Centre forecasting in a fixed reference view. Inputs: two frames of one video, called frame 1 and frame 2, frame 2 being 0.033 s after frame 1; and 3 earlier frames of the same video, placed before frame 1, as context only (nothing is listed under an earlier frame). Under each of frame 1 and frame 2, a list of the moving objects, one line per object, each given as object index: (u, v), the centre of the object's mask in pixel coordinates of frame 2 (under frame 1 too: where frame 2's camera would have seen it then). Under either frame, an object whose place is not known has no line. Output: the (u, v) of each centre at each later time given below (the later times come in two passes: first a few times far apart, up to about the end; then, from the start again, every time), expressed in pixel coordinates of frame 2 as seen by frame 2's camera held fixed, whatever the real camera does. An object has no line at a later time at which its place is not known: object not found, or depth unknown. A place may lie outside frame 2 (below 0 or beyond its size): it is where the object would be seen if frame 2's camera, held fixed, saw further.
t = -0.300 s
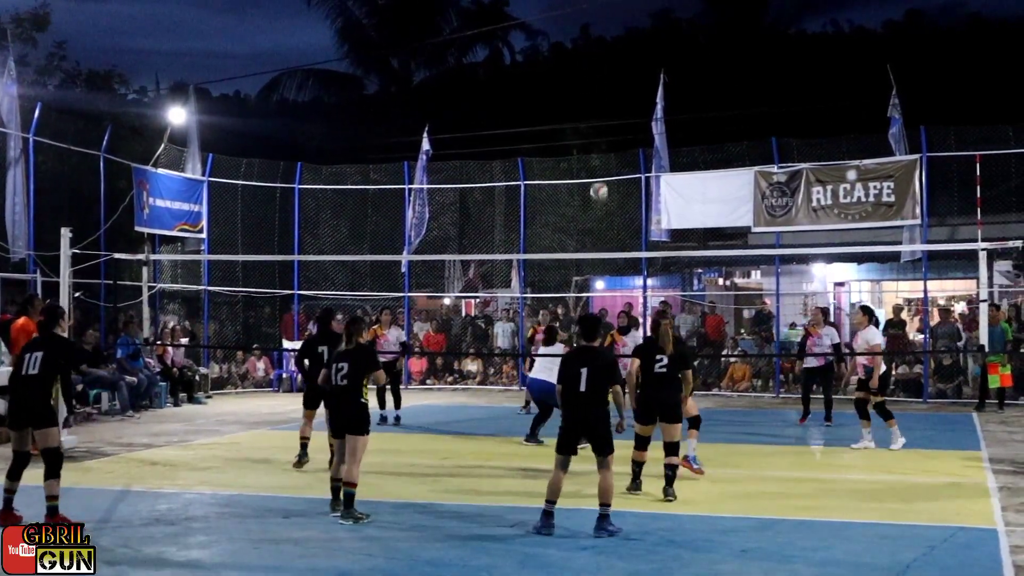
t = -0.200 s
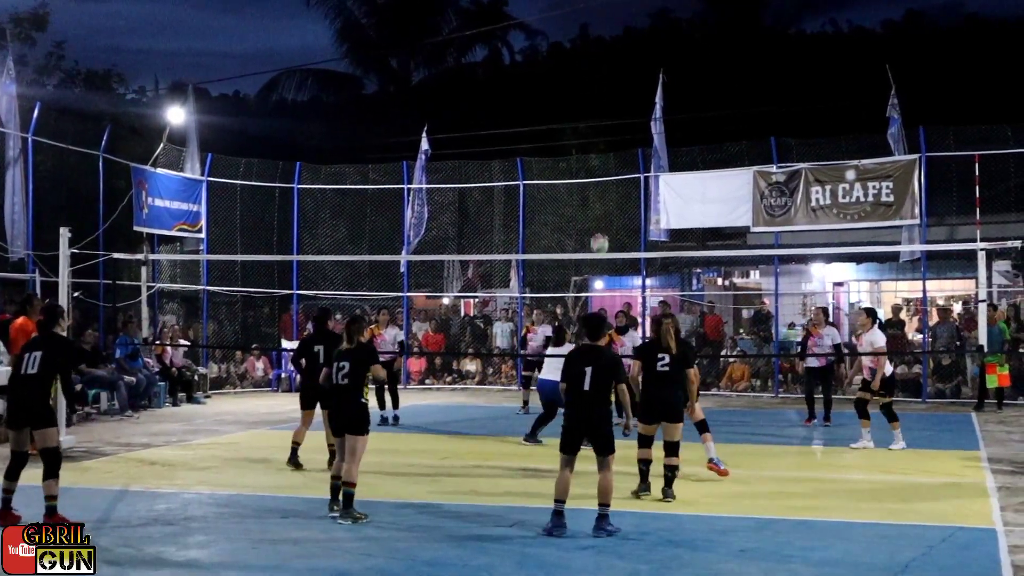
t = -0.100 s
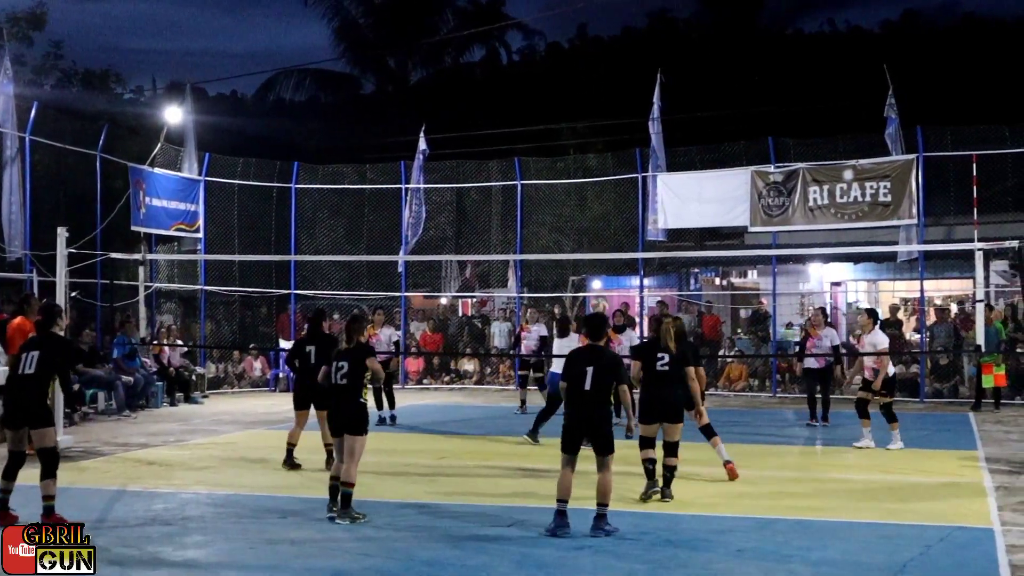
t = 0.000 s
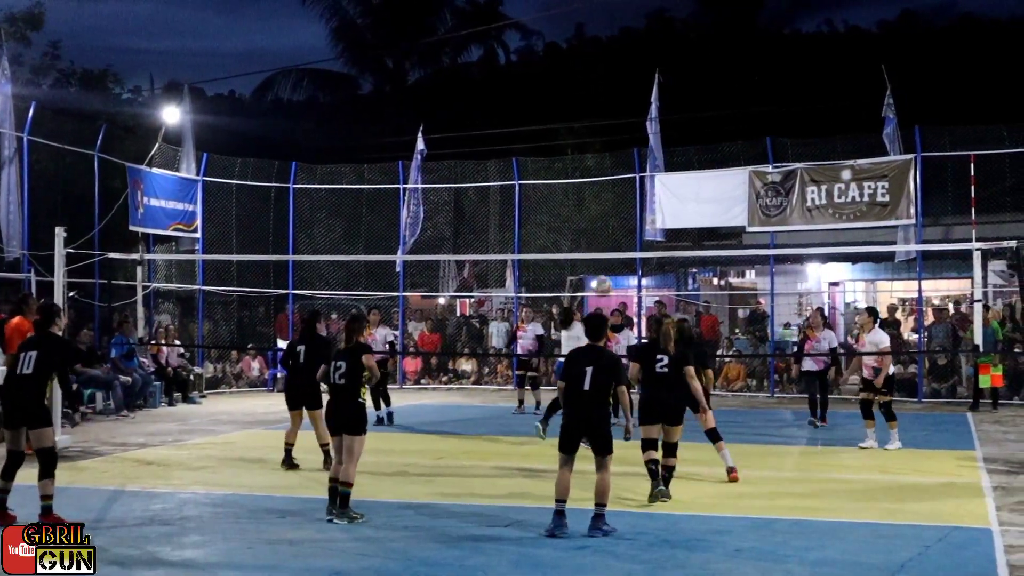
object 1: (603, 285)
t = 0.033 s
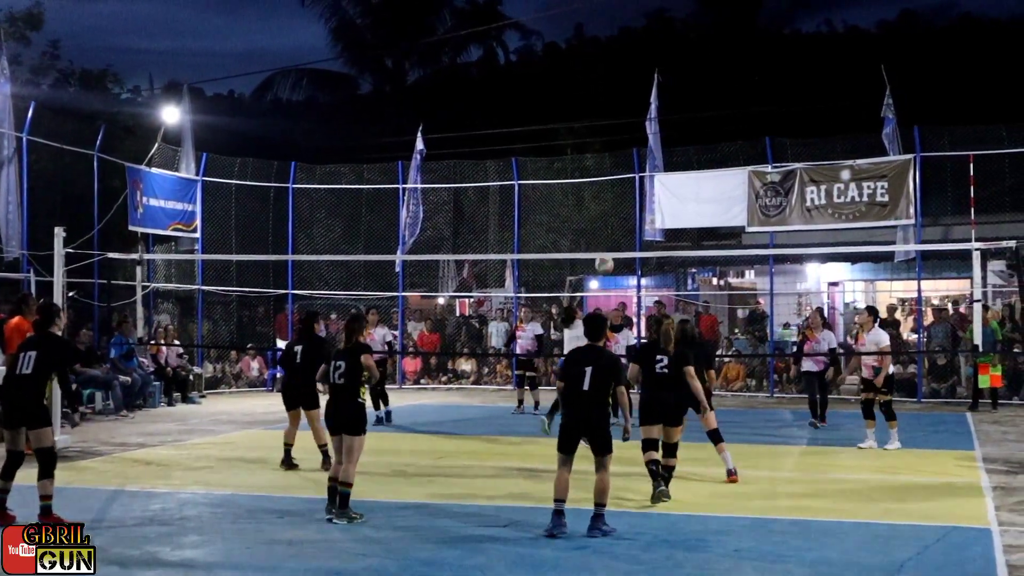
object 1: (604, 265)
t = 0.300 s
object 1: (621, 123)
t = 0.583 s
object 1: (639, 38)
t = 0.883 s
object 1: (658, 25)
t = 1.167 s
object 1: (676, 84)
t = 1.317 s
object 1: (685, 144)
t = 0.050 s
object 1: (605, 248)
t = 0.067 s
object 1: (606, 244)
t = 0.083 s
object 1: (608, 232)
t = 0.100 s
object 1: (609, 222)
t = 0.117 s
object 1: (610, 214)
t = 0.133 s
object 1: (611, 203)
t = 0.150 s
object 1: (612, 194)
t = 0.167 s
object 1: (613, 186)
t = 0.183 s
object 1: (615, 175)
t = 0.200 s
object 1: (615, 167)
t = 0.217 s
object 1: (616, 160)
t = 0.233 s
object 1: (617, 150)
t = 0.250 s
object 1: (618, 144)
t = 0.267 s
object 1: (620, 136)
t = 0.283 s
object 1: (621, 128)
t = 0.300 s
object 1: (621, 123)
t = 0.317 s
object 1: (623, 115)
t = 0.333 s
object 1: (624, 107)
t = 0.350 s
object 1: (625, 103)
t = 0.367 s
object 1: (626, 96)
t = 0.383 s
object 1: (627, 89)
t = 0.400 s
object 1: (628, 85)
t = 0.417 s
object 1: (629, 79)
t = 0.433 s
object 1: (630, 73)
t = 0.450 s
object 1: (631, 69)
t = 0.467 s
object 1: (632, 64)
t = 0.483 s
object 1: (633, 59)
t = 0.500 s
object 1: (634, 56)
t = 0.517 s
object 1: (635, 51)
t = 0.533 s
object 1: (636, 47)
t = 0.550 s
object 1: (637, 45)
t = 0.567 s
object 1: (638, 41)
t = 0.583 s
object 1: (639, 38)
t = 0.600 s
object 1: (640, 36)
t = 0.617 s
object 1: (642, 33)
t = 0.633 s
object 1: (642, 30)
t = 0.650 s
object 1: (643, 29)
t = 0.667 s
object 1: (644, 26)
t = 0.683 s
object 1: (645, 25)
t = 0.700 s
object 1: (646, 24)
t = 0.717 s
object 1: (648, 22)
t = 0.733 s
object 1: (649, 22)
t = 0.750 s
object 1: (650, 21)
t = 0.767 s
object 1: (651, 20)
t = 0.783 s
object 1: (652, 20)
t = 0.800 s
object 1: (653, 20)
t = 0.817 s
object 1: (654, 21)
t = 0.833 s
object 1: (655, 21)
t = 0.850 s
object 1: (656, 22)
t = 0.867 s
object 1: (657, 23)
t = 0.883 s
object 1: (658, 25)
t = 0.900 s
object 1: (659, 26)
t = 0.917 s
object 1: (660, 28)
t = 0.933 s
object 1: (662, 30)
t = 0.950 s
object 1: (662, 32)
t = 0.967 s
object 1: (664, 34)
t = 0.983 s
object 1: (665, 37)
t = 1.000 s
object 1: (666, 40)
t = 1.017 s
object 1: (667, 43)
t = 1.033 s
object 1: (668, 48)
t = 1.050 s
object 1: (669, 50)
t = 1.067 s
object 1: (670, 55)
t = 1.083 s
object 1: (671, 60)
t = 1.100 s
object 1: (672, 63)
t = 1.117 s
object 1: (673, 68)
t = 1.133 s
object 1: (674, 74)
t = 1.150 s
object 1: (675, 78)
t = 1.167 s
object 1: (676, 84)
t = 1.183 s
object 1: (677, 90)
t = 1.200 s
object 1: (678, 96)
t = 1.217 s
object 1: (679, 102)
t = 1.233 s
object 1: (680, 109)
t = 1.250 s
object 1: (681, 115)
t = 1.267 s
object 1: (682, 121)
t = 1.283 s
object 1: (684, 130)
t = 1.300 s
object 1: (684, 138)
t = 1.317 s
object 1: (685, 144)
